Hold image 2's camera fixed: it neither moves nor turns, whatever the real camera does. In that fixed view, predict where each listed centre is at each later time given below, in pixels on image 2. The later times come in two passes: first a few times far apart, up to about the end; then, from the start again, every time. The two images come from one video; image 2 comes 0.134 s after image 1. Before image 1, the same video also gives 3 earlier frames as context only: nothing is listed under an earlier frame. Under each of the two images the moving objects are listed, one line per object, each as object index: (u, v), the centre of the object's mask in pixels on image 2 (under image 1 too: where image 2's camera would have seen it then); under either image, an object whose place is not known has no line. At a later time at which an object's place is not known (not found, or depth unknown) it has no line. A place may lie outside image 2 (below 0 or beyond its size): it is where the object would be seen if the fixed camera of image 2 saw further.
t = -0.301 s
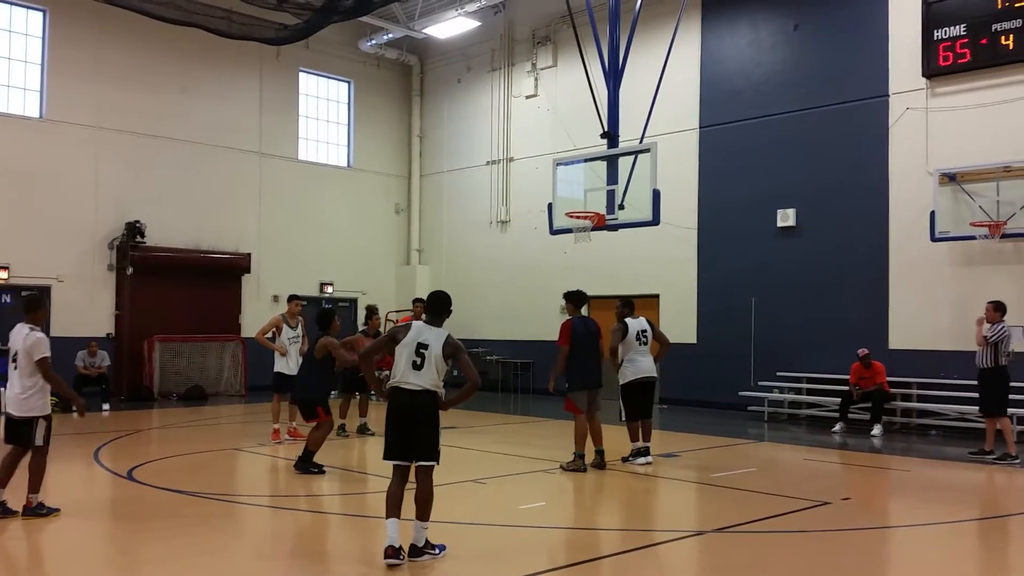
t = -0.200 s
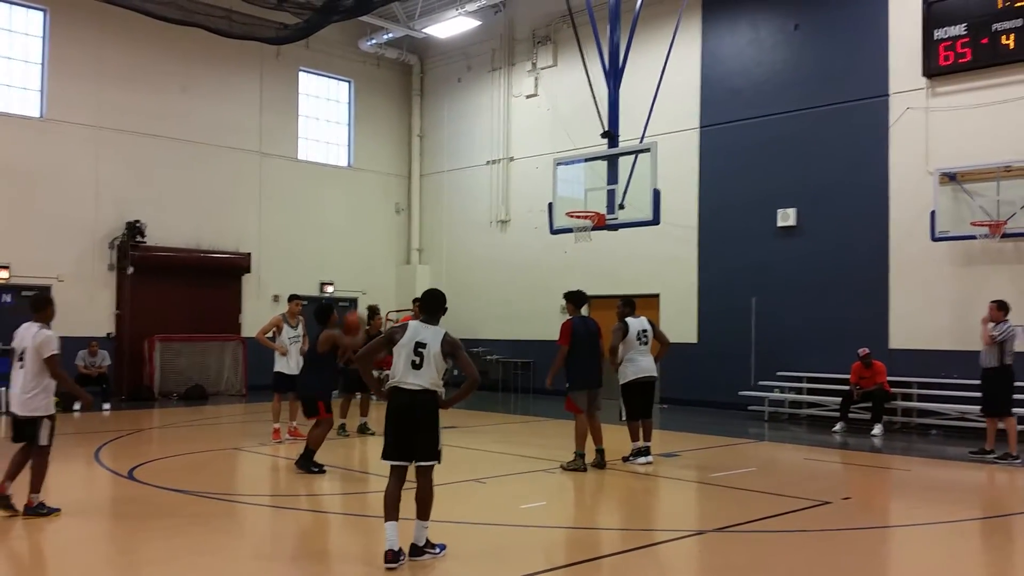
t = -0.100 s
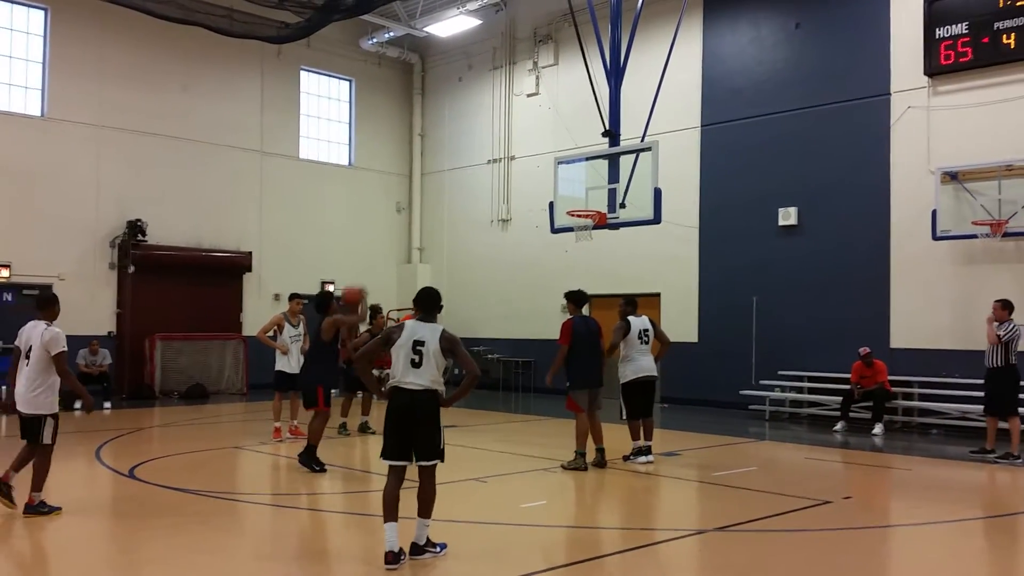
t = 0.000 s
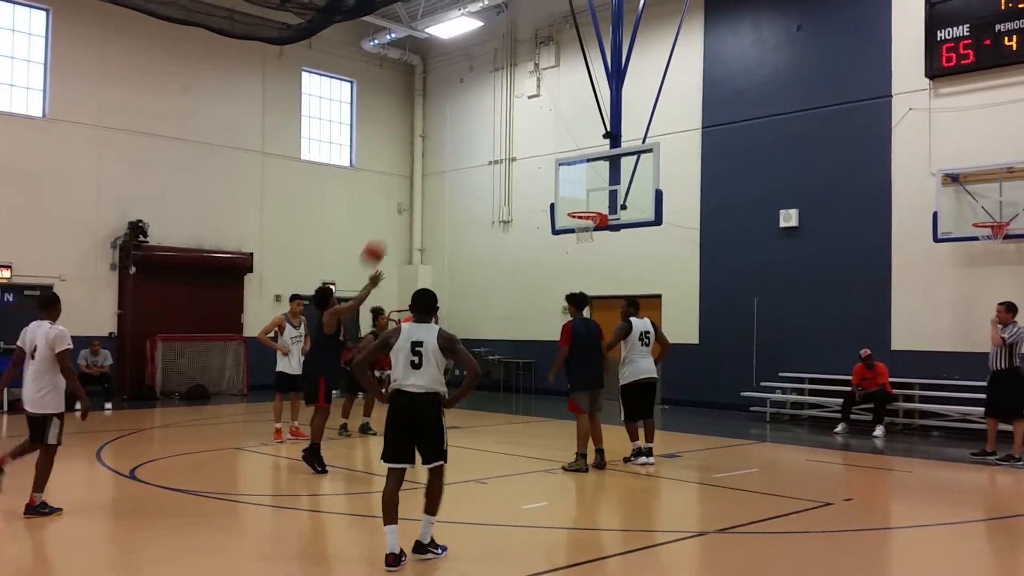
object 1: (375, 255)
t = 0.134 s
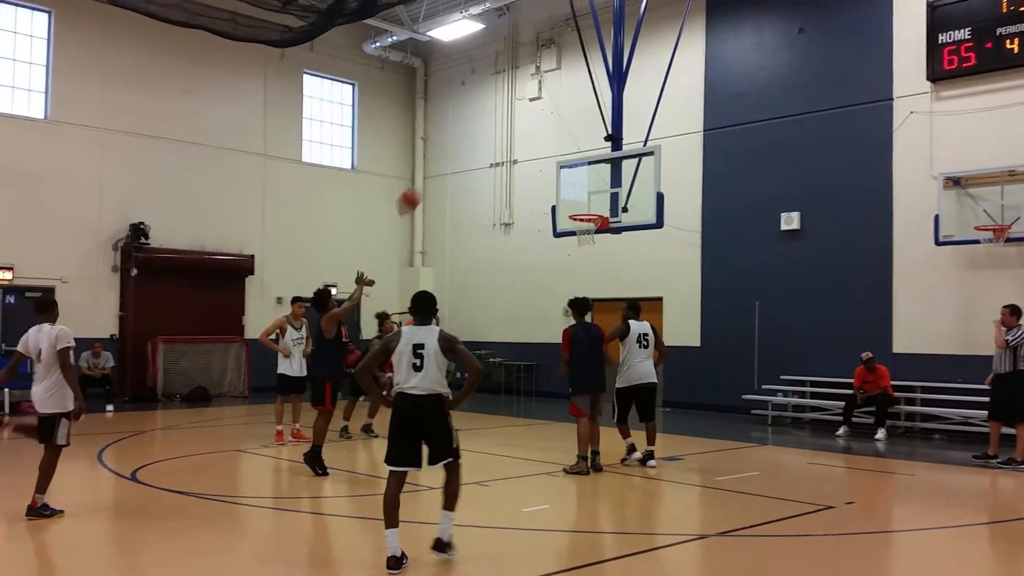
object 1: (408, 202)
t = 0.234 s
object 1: (434, 170)
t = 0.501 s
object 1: (491, 137)
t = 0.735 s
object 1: (532, 155)
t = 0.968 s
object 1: (567, 208)
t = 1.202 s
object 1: (533, 194)
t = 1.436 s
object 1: (496, 217)
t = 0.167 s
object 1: (418, 189)
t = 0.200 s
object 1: (426, 179)
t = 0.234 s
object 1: (434, 170)
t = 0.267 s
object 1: (442, 162)
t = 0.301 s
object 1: (450, 155)
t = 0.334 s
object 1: (456, 150)
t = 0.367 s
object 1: (463, 146)
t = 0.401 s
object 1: (470, 142)
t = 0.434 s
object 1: (477, 140)
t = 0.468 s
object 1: (484, 138)
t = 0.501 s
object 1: (491, 137)
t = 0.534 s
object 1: (496, 137)
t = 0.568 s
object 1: (503, 138)
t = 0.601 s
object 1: (509, 140)
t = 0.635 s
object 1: (515, 142)
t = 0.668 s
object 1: (521, 146)
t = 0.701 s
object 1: (527, 150)
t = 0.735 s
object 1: (532, 155)
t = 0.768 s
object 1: (537, 161)
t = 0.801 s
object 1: (543, 167)
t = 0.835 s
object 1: (548, 174)
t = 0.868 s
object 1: (553, 182)
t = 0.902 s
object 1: (558, 190)
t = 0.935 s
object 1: (563, 199)
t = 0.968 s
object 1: (567, 208)
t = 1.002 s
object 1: (563, 205)
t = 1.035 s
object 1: (558, 201)
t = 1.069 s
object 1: (553, 199)
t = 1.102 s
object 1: (548, 196)
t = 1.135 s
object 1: (543, 195)
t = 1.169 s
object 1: (538, 194)
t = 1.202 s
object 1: (533, 194)
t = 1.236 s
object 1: (527, 195)
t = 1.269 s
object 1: (522, 196)
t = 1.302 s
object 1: (517, 199)
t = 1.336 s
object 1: (512, 202)
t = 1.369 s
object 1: (507, 206)
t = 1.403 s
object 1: (501, 211)
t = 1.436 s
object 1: (496, 217)
